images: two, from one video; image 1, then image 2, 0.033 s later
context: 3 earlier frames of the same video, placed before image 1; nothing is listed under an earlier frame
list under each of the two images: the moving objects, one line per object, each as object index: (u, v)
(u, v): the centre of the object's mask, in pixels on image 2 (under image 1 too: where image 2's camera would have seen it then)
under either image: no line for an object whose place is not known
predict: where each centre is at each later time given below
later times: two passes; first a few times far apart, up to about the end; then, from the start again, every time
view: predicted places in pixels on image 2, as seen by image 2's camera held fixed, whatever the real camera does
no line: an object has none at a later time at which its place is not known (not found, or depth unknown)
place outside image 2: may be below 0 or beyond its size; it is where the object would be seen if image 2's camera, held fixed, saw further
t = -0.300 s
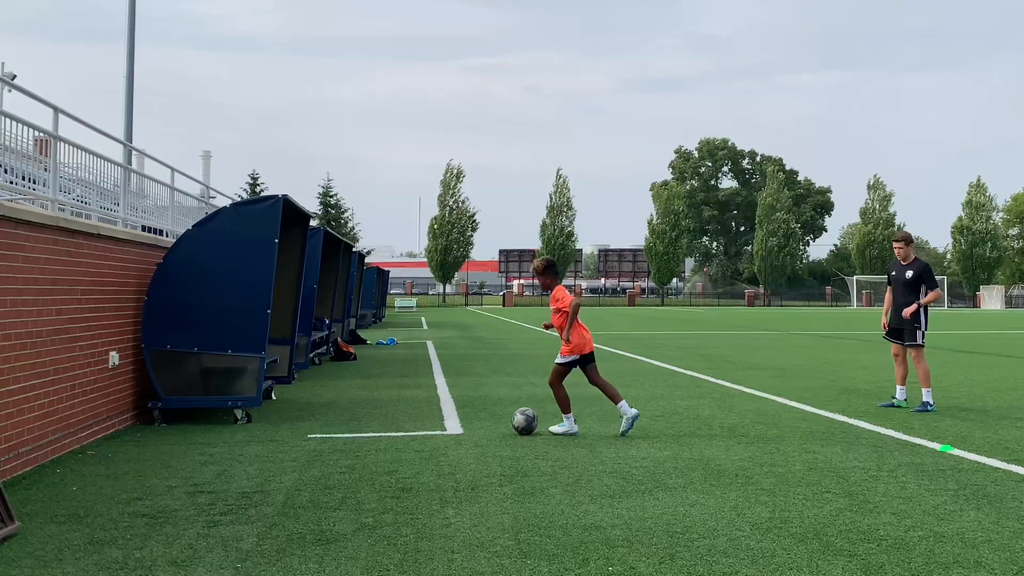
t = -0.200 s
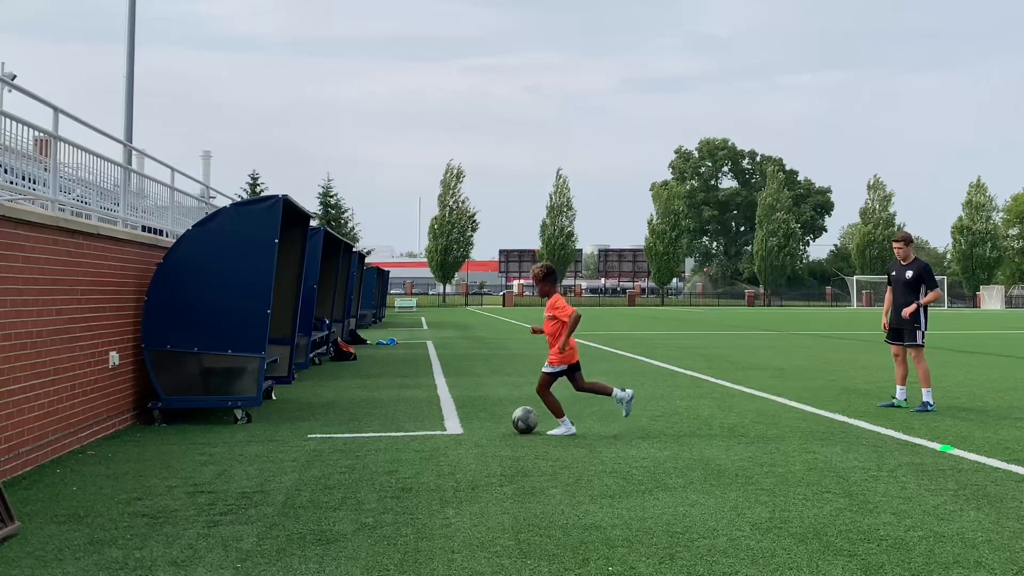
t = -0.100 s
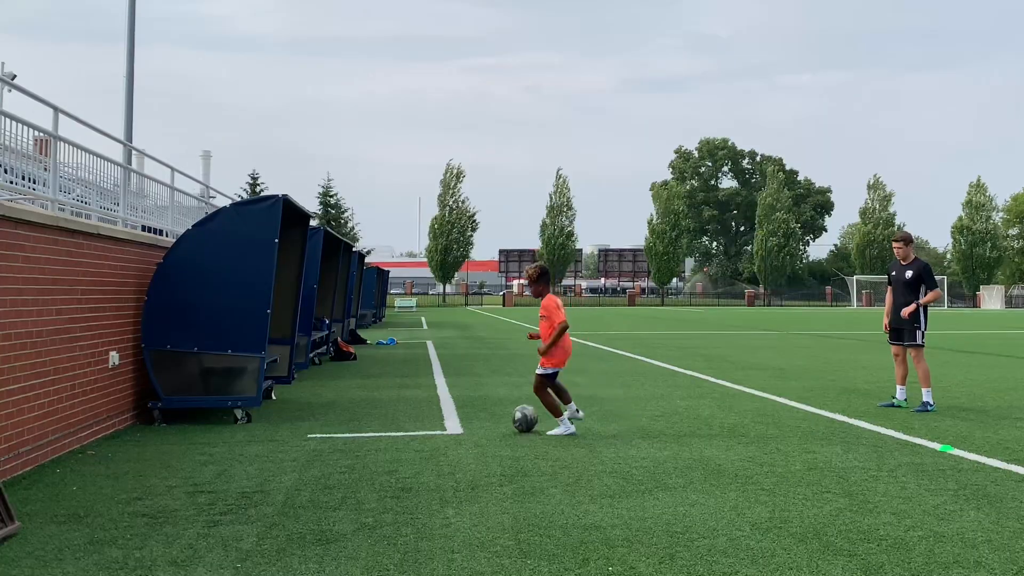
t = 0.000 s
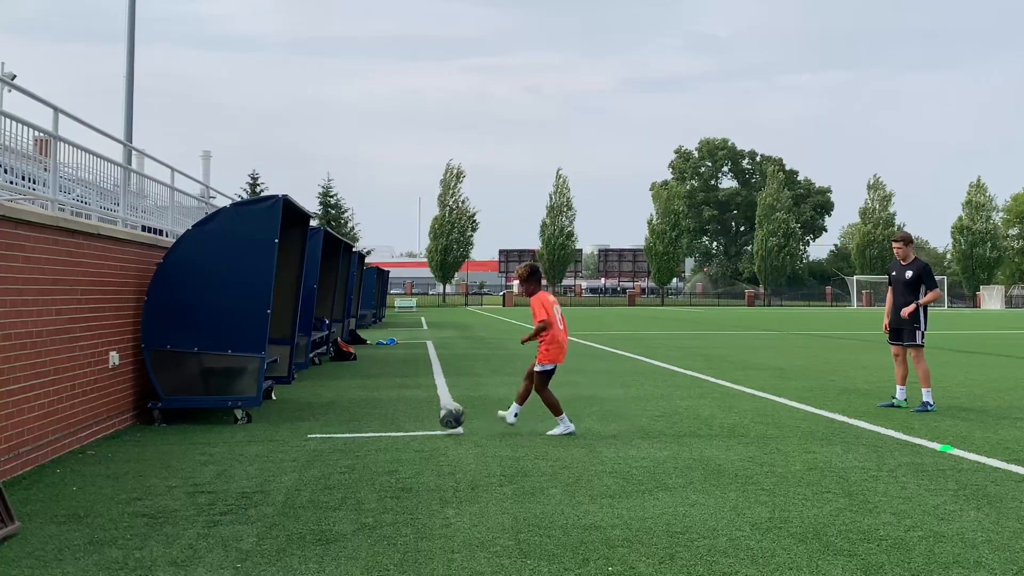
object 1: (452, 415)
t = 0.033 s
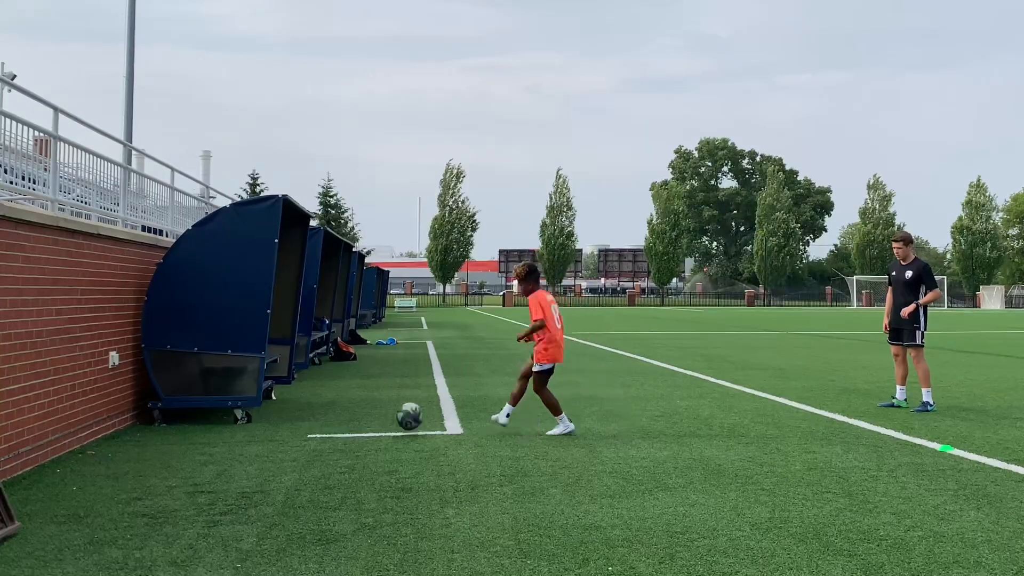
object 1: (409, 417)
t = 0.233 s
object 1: (156, 427)
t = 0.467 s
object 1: (270, 428)
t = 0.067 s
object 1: (367, 418)
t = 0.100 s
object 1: (323, 422)
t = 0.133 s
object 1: (279, 427)
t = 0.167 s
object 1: (237, 427)
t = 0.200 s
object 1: (197, 427)
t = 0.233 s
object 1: (156, 427)
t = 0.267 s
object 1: (114, 430)
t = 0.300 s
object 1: (111, 429)
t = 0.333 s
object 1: (145, 428)
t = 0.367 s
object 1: (178, 428)
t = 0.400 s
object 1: (211, 430)
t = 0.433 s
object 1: (243, 432)
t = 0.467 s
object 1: (270, 428)
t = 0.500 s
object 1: (298, 425)
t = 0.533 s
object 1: (324, 424)
